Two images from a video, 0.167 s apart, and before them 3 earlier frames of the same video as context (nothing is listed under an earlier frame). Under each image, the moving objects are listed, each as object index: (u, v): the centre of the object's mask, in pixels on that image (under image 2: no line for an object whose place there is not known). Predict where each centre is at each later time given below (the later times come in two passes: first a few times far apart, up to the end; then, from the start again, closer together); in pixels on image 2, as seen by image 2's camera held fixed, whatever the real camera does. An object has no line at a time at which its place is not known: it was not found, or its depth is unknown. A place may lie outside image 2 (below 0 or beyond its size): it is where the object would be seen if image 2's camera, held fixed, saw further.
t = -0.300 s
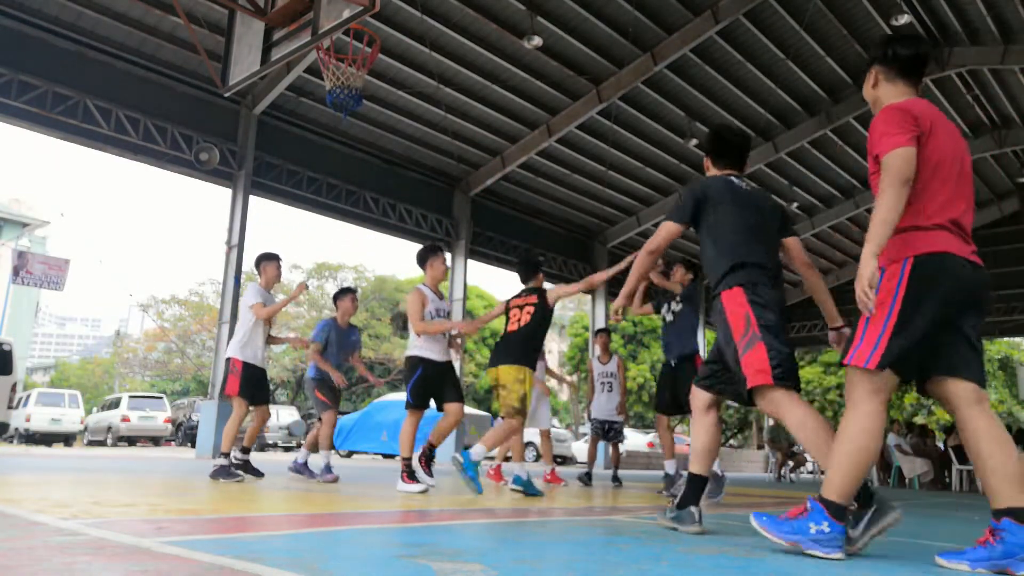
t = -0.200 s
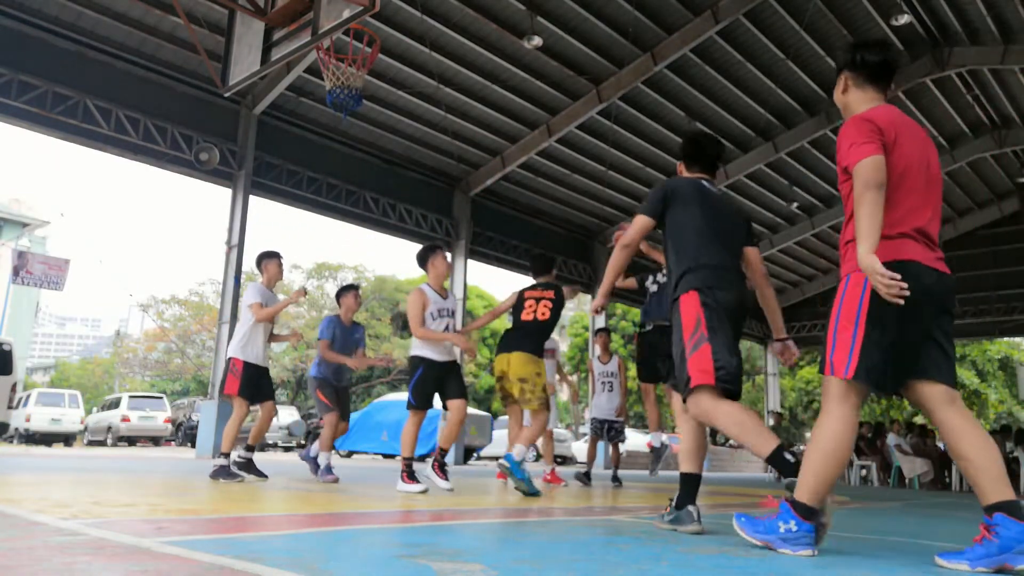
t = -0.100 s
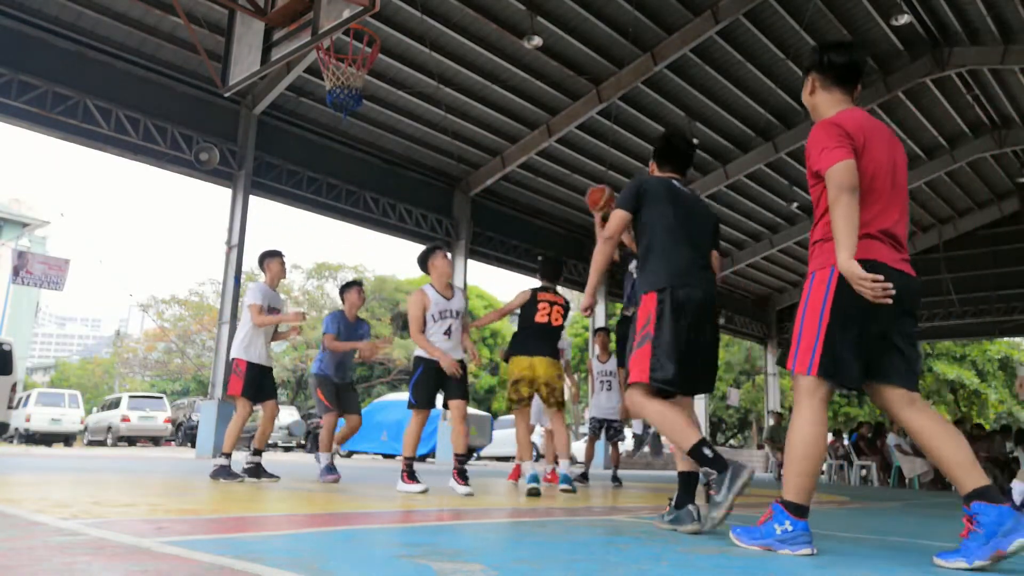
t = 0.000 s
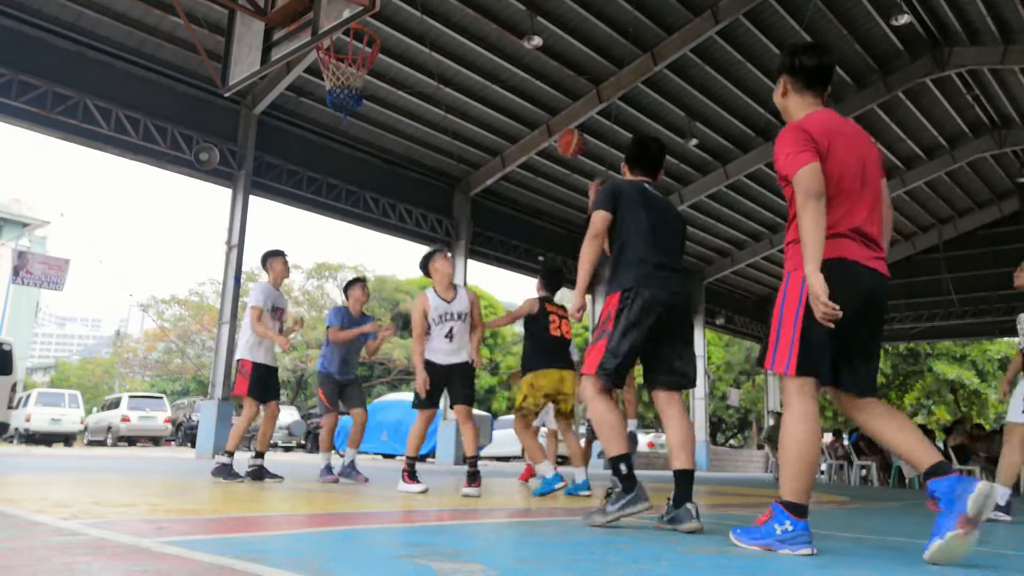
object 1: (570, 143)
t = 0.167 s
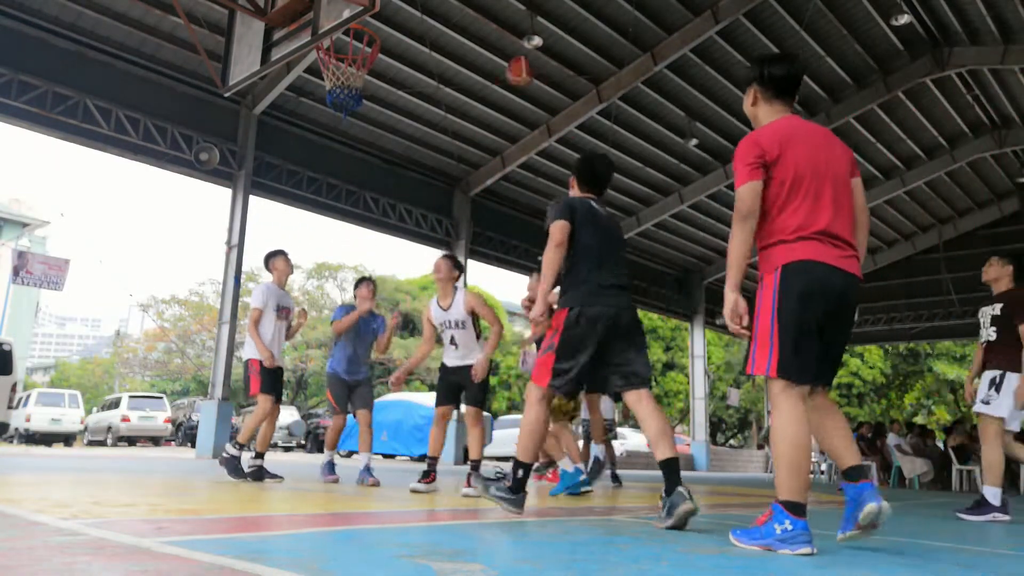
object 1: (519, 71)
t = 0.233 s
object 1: (499, 49)
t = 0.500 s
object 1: (408, 14)
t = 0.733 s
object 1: (341, 39)
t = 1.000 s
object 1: (335, 59)
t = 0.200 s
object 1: (510, 58)
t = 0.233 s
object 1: (499, 49)
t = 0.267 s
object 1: (489, 40)
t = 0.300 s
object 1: (478, 33)
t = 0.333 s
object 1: (467, 27)
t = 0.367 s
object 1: (456, 22)
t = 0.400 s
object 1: (445, 17)
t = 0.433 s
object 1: (431, 15)
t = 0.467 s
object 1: (420, 14)
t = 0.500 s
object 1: (408, 14)
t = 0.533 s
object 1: (395, 14)
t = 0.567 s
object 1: (384, 16)
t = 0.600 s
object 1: (371, 24)
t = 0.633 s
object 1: (361, 28)
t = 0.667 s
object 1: (342, 38)
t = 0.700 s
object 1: (338, 42)
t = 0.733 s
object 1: (341, 39)
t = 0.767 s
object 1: (343, 39)
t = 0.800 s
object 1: (349, 39)
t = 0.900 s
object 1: (360, 49)
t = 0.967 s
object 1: (345, 57)
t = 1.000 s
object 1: (335, 59)
